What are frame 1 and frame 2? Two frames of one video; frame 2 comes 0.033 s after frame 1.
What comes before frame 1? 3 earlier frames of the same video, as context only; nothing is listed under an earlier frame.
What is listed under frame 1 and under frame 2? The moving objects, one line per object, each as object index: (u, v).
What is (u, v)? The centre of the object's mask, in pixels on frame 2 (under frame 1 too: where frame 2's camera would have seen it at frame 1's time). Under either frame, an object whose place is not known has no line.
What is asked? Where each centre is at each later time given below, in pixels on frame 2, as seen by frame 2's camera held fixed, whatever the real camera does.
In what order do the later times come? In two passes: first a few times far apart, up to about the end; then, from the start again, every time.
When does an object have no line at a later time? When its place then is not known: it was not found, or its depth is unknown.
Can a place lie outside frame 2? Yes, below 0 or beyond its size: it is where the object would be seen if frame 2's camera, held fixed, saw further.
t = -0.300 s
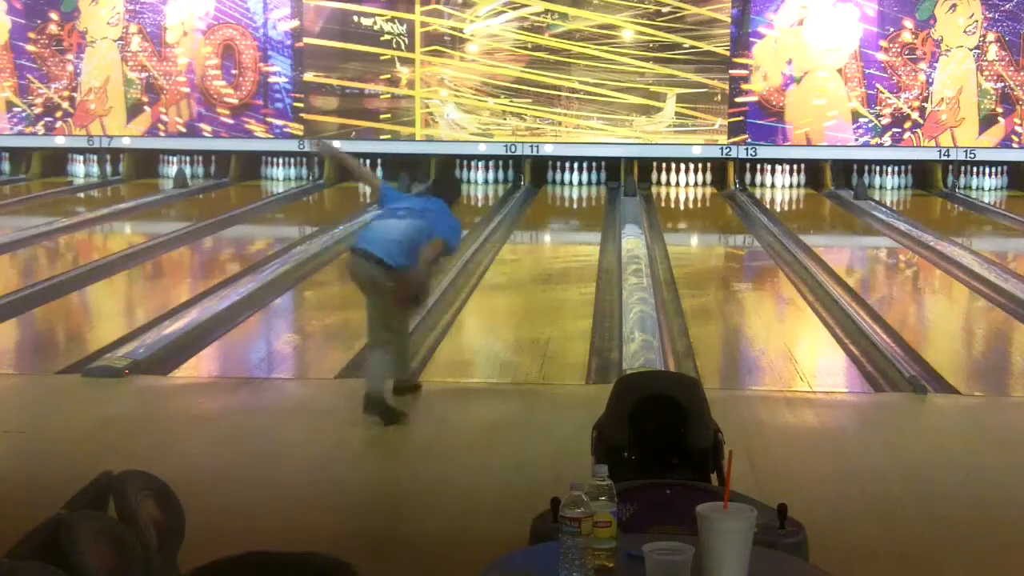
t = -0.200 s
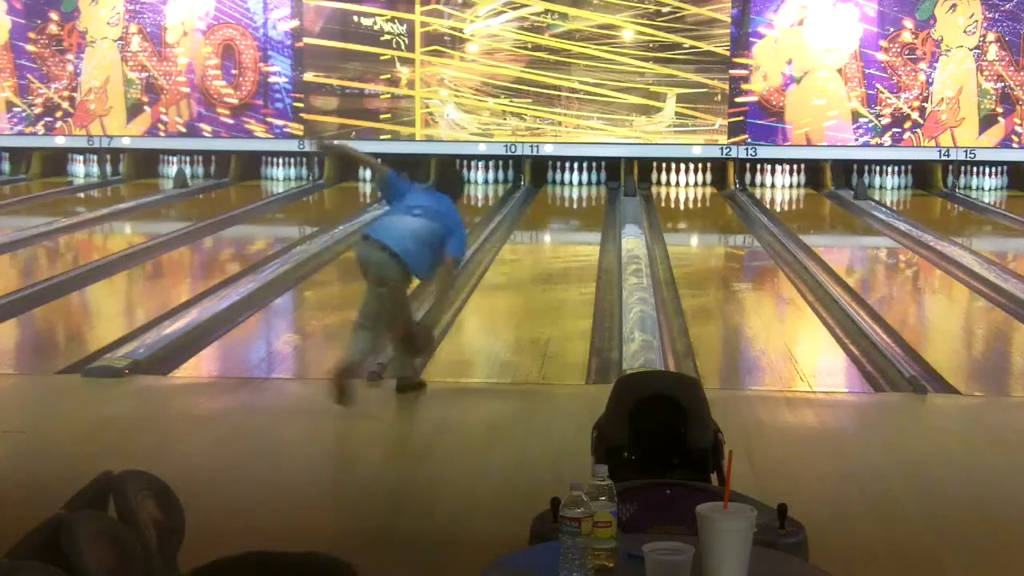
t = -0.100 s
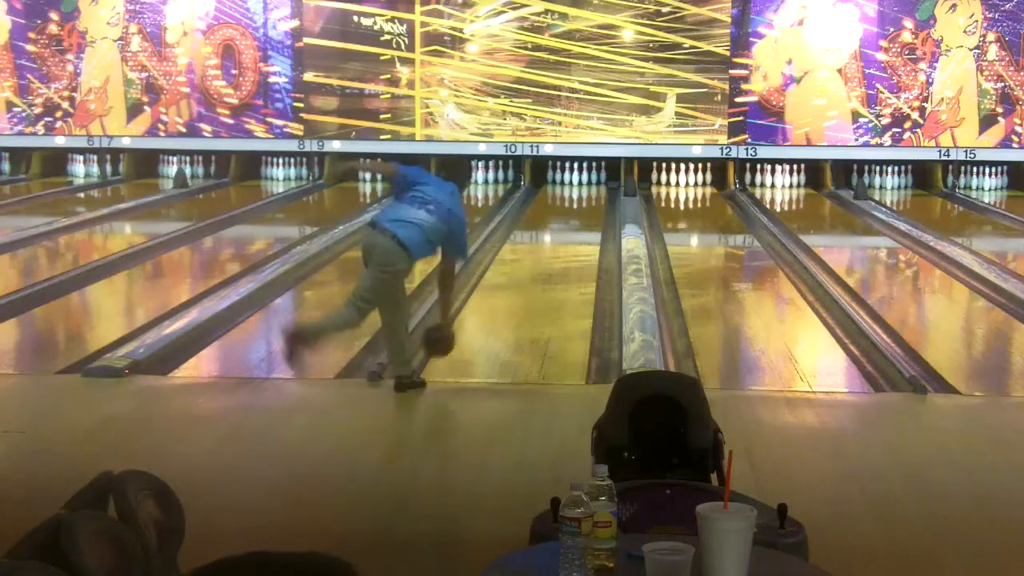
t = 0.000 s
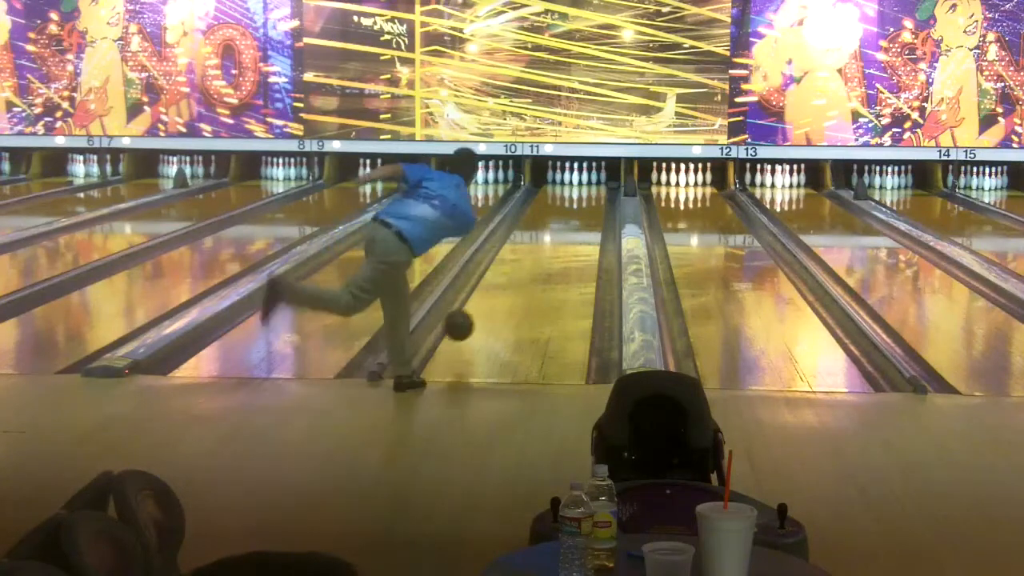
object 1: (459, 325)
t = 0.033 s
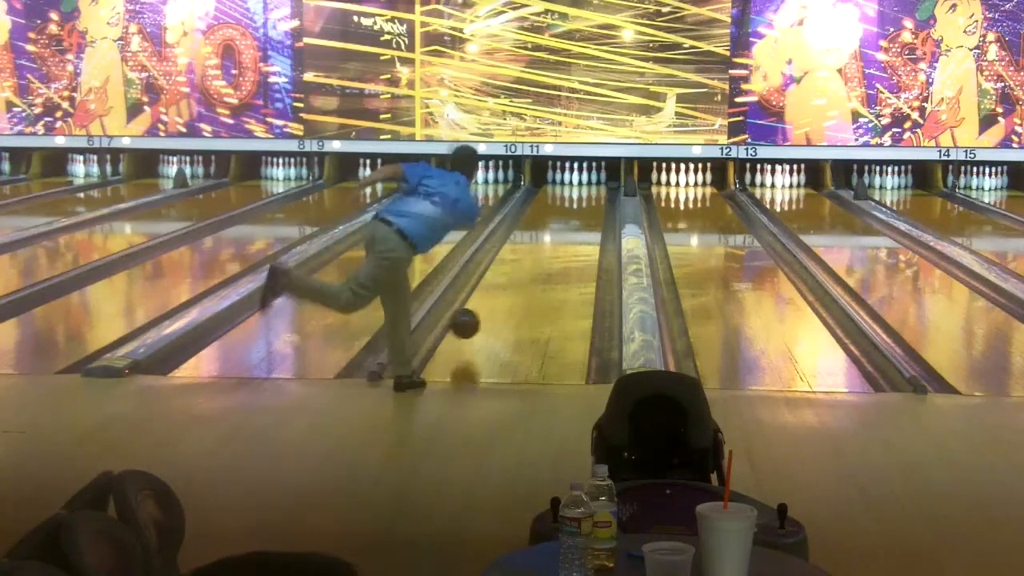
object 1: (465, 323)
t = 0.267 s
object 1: (499, 299)
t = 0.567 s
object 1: (531, 265)
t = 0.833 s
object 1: (552, 243)
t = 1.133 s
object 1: (568, 225)
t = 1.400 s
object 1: (579, 211)
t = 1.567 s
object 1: (583, 204)
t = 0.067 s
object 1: (471, 323)
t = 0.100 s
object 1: (476, 324)
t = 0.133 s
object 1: (481, 319)
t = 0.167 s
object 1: (486, 314)
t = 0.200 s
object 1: (491, 309)
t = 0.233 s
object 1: (495, 304)
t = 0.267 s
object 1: (499, 299)
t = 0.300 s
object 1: (504, 295)
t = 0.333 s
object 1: (508, 291)
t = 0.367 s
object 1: (511, 287)
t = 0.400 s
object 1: (515, 283)
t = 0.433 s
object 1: (519, 279)
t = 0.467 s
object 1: (522, 275)
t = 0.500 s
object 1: (525, 272)
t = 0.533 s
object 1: (529, 269)
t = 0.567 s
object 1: (531, 265)
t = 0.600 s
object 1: (534, 262)
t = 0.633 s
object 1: (537, 259)
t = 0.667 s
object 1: (540, 257)
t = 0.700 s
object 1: (542, 253)
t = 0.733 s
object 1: (545, 251)
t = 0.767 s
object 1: (547, 248)
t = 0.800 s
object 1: (549, 245)
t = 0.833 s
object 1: (552, 243)
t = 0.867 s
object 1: (554, 240)
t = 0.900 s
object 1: (556, 238)
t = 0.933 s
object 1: (558, 236)
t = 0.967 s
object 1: (559, 234)
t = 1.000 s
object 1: (561, 232)
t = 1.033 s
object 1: (563, 230)
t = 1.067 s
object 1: (565, 228)
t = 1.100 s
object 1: (567, 226)
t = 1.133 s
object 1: (568, 225)
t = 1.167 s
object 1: (570, 223)
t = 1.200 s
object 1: (571, 221)
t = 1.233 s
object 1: (572, 219)
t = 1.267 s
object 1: (573, 218)
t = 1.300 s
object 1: (576, 216)
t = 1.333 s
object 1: (577, 214)
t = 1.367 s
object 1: (578, 213)
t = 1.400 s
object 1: (579, 211)
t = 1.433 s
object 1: (580, 210)
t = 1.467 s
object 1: (580, 208)
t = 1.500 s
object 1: (582, 207)
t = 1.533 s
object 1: (583, 204)
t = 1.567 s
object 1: (583, 204)
